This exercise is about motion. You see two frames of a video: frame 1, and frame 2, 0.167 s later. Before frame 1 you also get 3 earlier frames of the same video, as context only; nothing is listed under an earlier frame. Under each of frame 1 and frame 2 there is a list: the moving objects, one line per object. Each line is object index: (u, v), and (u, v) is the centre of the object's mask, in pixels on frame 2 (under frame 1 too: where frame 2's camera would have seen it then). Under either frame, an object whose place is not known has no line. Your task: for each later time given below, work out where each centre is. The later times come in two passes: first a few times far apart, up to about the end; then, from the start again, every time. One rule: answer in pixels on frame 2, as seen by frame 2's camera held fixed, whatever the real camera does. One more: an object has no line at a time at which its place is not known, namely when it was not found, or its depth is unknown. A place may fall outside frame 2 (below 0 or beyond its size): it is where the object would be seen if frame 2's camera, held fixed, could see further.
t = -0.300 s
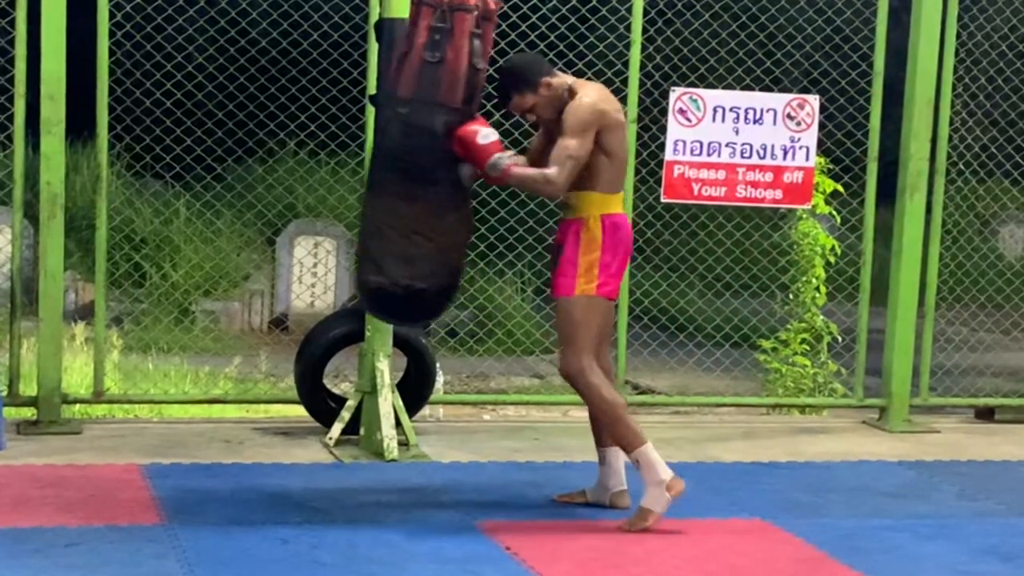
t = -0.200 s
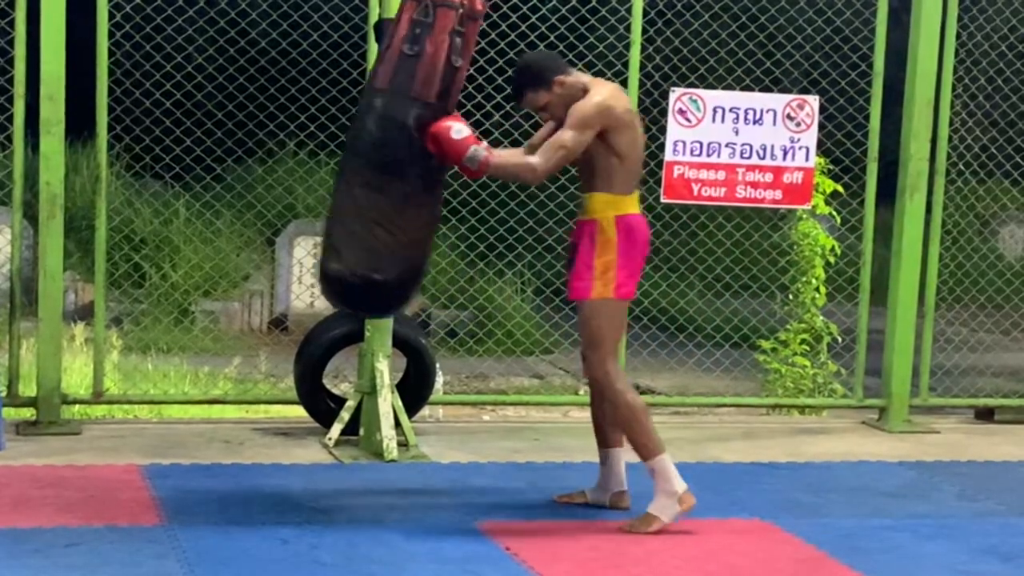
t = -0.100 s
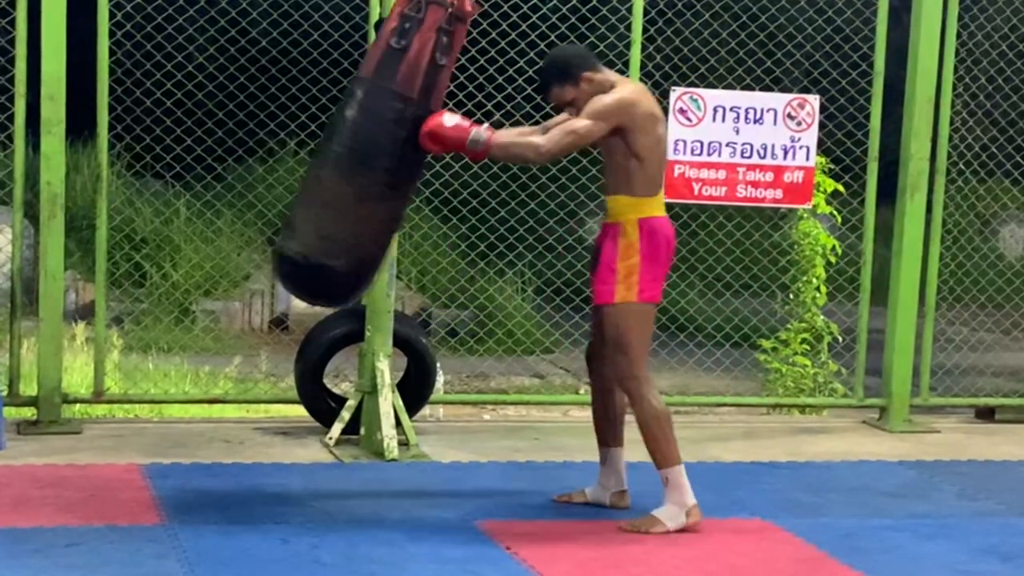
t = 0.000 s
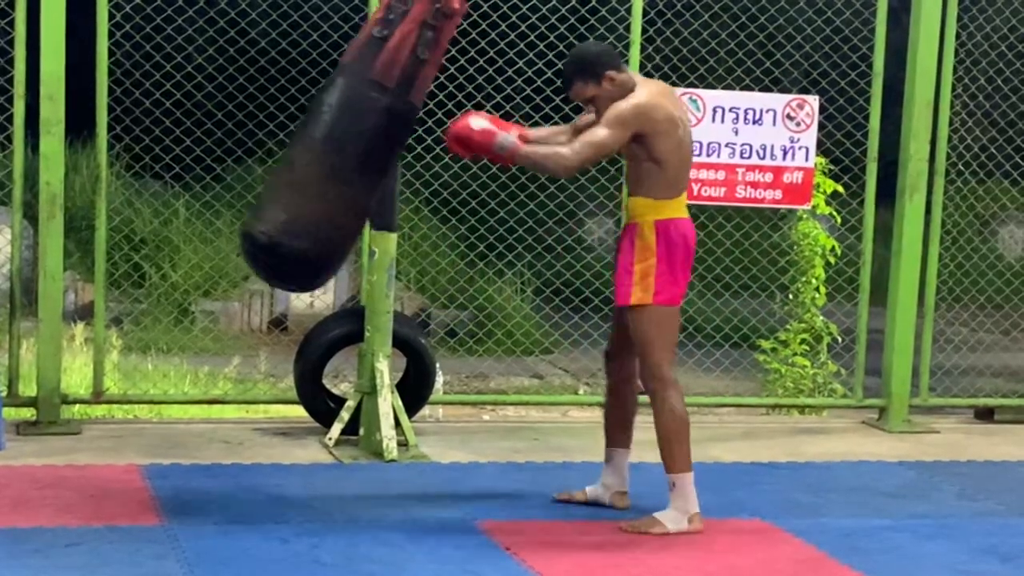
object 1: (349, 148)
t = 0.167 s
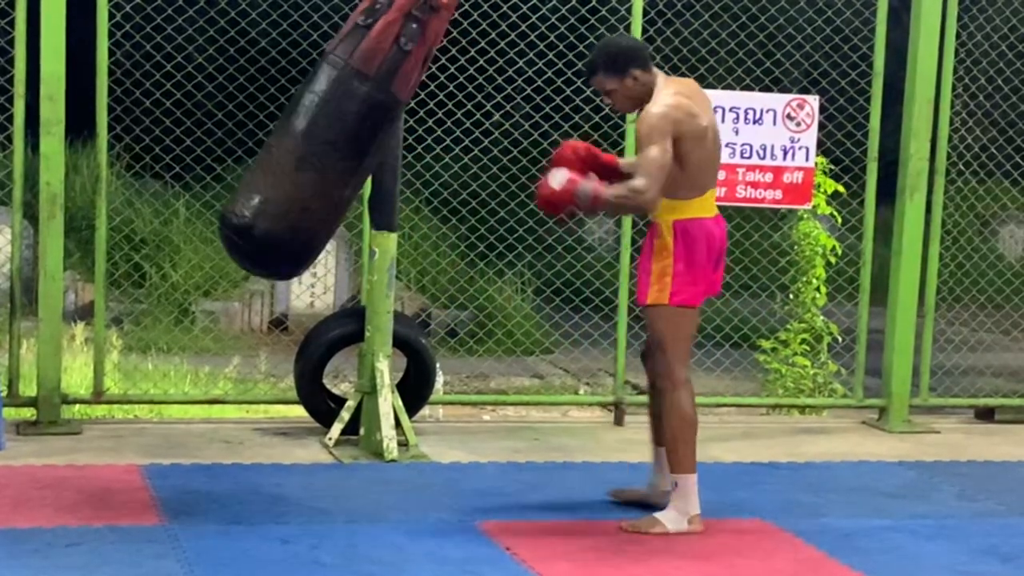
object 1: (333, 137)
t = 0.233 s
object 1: (333, 138)
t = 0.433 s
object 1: (365, 148)
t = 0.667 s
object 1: (443, 165)
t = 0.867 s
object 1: (524, 165)
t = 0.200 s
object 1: (333, 138)
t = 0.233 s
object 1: (333, 138)
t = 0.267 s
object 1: (336, 138)
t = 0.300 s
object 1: (340, 140)
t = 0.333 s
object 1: (346, 144)
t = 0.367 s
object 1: (351, 145)
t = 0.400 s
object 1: (358, 146)
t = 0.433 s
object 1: (365, 148)
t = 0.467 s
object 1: (374, 150)
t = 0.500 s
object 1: (383, 154)
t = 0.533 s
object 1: (394, 155)
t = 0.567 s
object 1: (406, 158)
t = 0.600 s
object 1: (417, 155)
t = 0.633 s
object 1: (431, 162)
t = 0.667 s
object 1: (443, 165)
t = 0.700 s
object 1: (457, 166)
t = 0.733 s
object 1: (470, 167)
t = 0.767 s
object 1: (485, 166)
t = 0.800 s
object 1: (497, 166)
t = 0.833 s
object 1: (510, 166)
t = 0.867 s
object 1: (524, 165)
